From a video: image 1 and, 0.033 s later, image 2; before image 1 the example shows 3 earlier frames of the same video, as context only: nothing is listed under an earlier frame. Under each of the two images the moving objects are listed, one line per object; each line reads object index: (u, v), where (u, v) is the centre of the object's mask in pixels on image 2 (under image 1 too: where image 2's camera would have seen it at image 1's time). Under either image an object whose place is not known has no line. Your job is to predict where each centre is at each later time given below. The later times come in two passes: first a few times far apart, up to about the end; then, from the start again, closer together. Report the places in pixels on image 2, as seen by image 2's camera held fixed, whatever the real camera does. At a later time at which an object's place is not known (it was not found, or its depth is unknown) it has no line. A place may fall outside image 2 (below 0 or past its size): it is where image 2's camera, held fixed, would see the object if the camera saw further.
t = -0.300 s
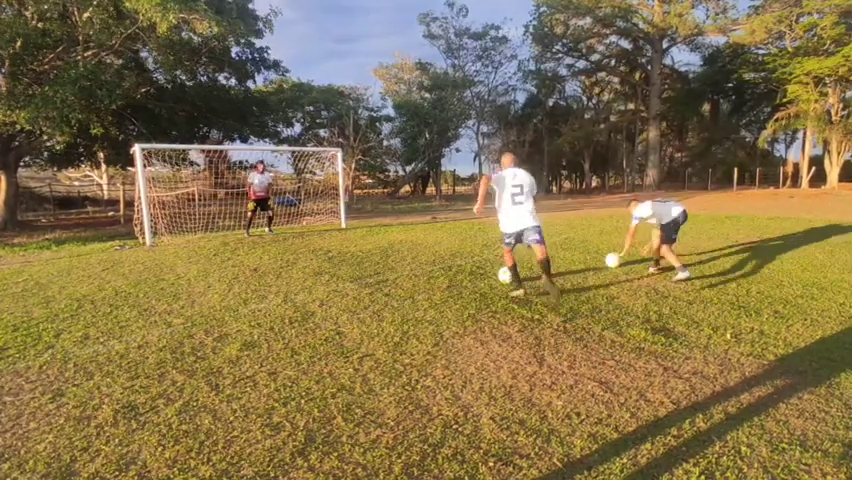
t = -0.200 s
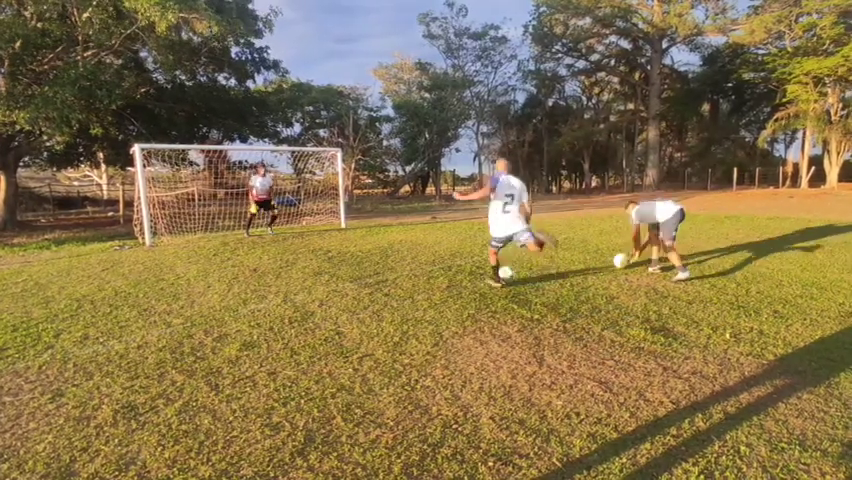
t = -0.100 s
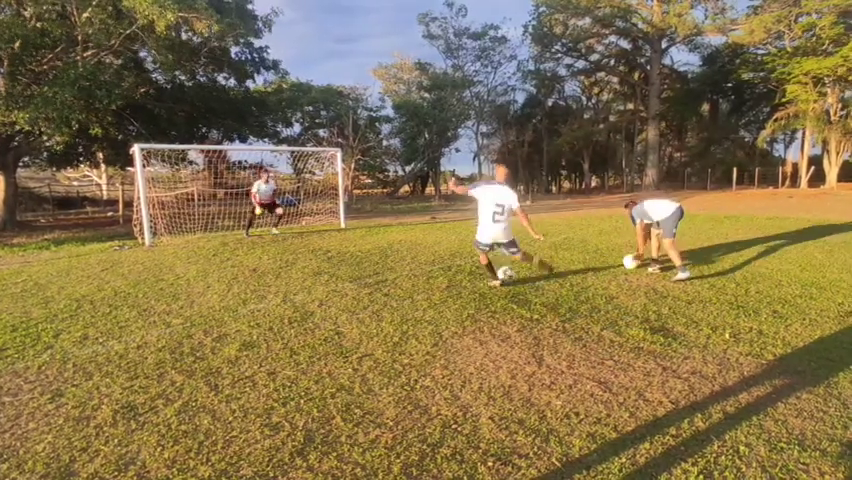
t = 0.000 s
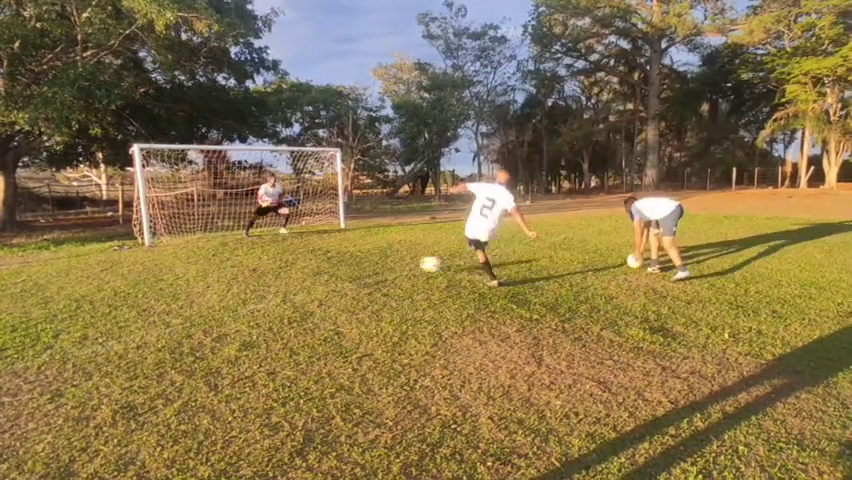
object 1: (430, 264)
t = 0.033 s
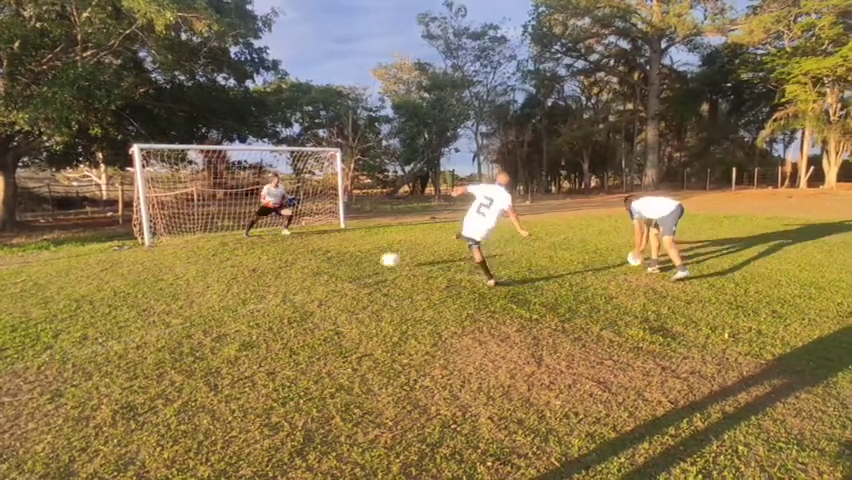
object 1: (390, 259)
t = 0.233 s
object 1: (224, 239)
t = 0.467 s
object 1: (119, 240)
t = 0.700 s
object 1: (70, 232)
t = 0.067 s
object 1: (353, 256)
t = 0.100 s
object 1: (322, 253)
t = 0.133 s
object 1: (295, 247)
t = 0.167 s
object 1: (269, 243)
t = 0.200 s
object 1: (246, 241)
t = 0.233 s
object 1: (224, 239)
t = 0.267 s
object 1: (204, 238)
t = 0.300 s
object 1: (185, 238)
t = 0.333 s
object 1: (168, 239)
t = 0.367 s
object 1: (153, 240)
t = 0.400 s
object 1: (138, 242)
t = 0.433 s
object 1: (128, 242)
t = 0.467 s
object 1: (119, 240)
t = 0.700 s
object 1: (70, 232)
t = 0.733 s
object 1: (64, 233)
